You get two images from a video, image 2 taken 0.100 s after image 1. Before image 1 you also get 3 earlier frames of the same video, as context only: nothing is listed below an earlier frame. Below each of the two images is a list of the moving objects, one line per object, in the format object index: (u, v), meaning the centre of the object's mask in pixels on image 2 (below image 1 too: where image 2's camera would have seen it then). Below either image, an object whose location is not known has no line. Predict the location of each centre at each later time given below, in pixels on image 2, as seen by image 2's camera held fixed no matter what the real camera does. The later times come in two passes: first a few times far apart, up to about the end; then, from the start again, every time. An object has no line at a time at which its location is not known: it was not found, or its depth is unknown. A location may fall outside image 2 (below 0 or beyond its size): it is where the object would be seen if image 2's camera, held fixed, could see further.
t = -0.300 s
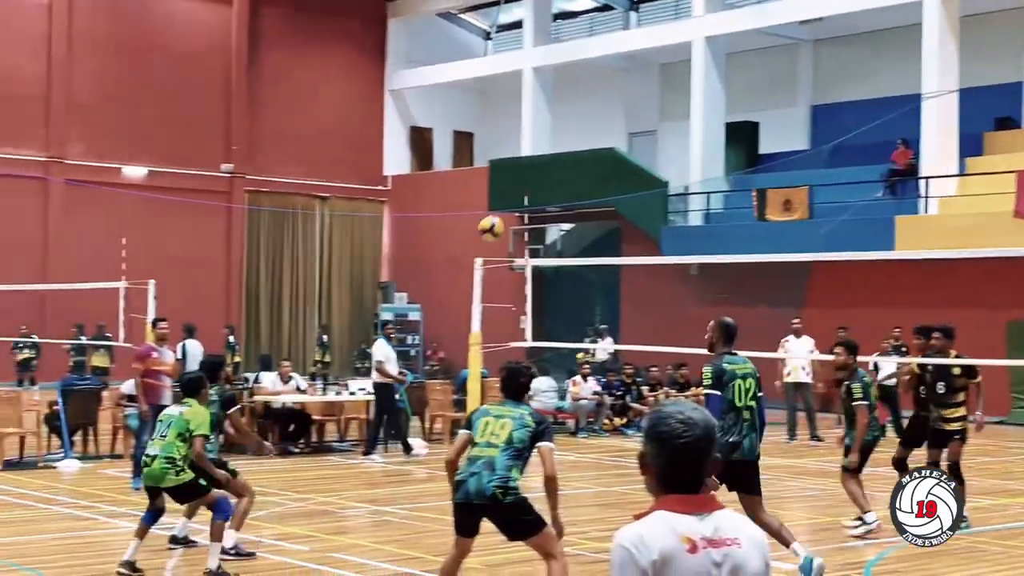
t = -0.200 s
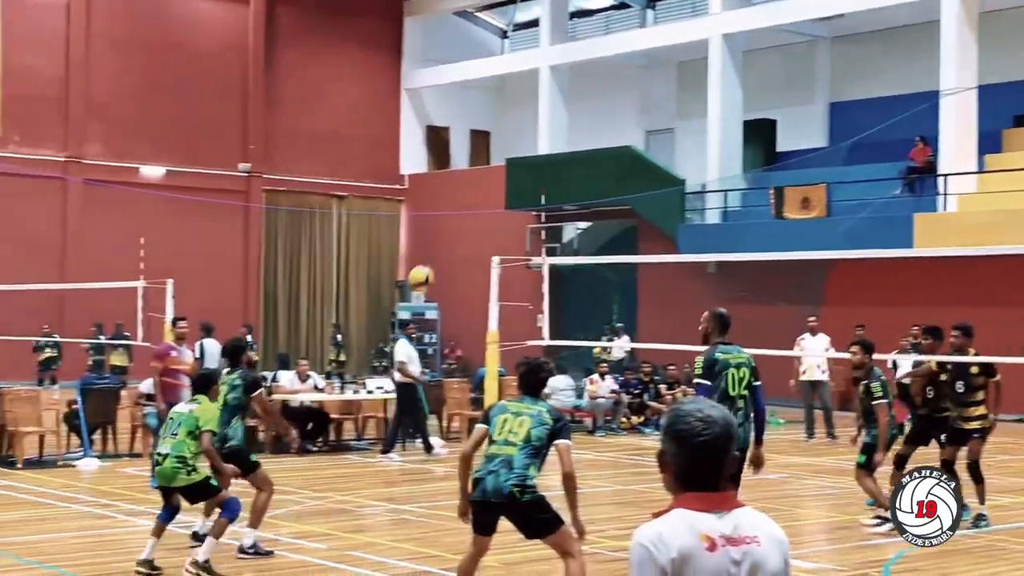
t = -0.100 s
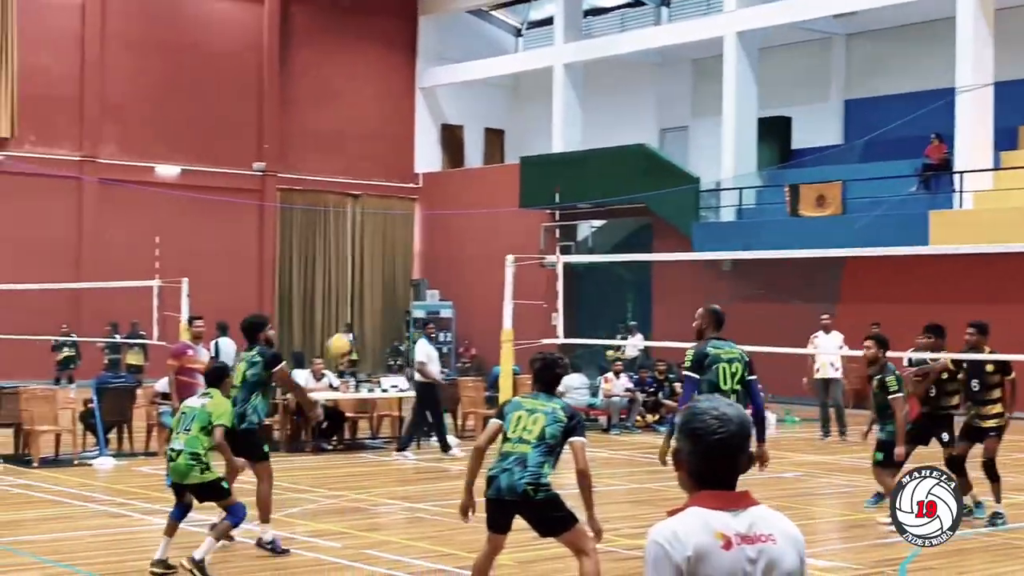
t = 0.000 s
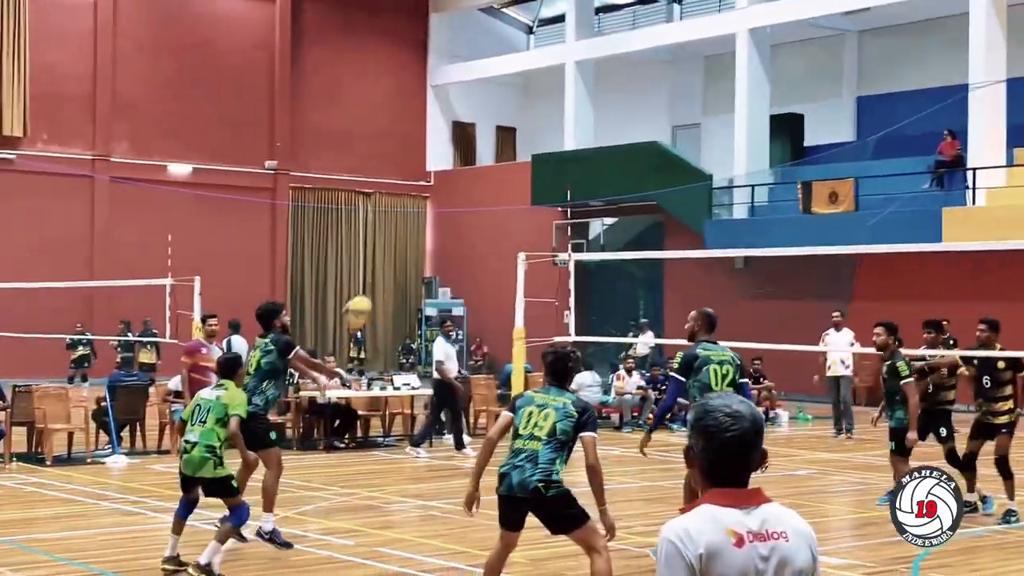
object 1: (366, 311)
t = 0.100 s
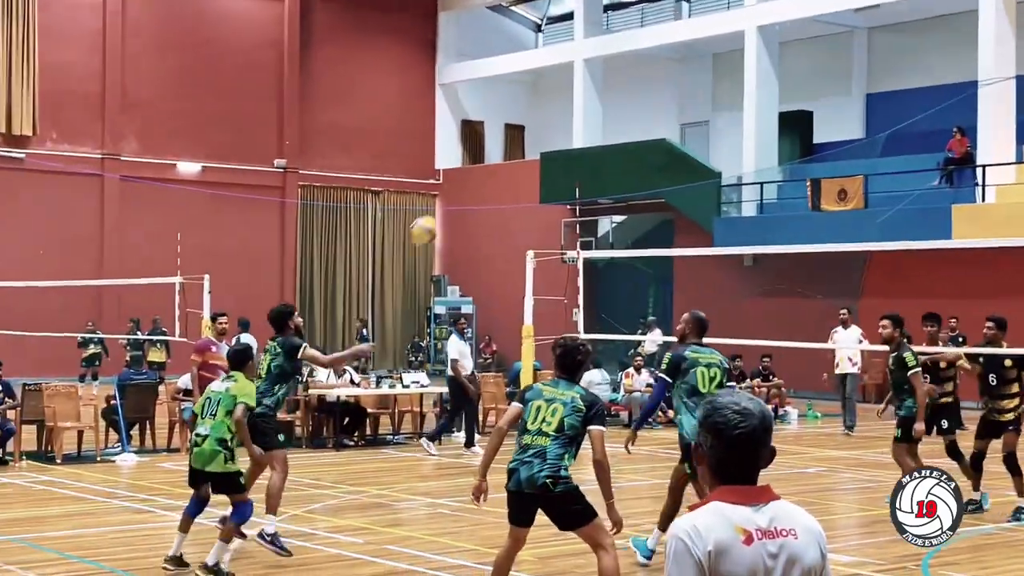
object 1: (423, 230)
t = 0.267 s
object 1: (514, 134)
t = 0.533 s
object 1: (649, 56)
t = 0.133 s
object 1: (443, 205)
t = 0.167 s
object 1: (460, 185)
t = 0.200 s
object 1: (478, 167)
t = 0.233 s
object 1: (496, 149)
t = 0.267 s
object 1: (514, 134)
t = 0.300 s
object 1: (531, 119)
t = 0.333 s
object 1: (548, 106)
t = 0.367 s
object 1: (565, 94)
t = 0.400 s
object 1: (582, 84)
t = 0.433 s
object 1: (598, 74)
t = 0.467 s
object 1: (615, 67)
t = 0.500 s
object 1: (632, 61)
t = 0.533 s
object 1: (649, 56)
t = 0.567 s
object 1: (664, 53)
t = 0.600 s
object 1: (679, 51)
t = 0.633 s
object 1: (695, 50)
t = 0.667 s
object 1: (711, 50)
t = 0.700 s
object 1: (725, 52)
